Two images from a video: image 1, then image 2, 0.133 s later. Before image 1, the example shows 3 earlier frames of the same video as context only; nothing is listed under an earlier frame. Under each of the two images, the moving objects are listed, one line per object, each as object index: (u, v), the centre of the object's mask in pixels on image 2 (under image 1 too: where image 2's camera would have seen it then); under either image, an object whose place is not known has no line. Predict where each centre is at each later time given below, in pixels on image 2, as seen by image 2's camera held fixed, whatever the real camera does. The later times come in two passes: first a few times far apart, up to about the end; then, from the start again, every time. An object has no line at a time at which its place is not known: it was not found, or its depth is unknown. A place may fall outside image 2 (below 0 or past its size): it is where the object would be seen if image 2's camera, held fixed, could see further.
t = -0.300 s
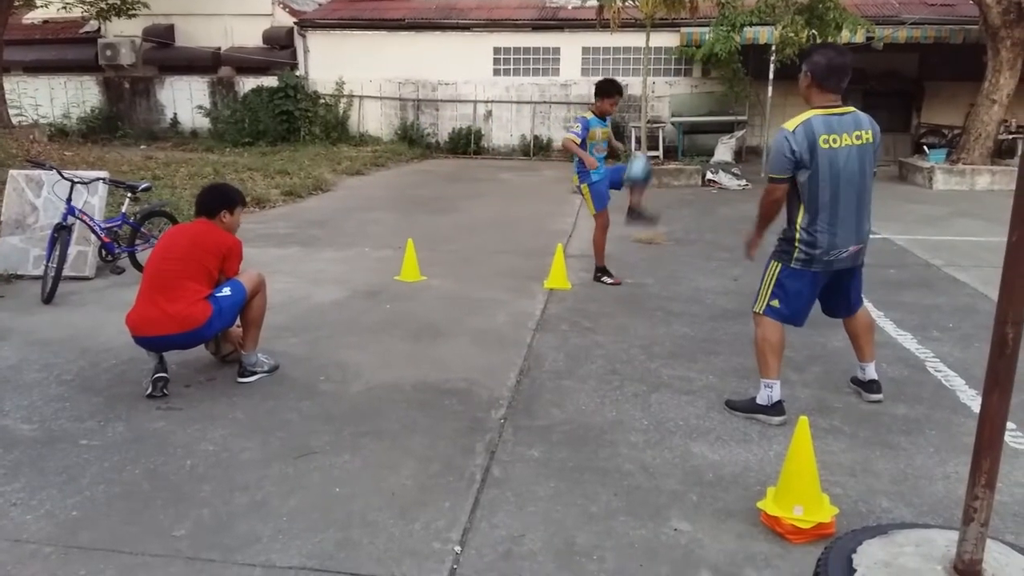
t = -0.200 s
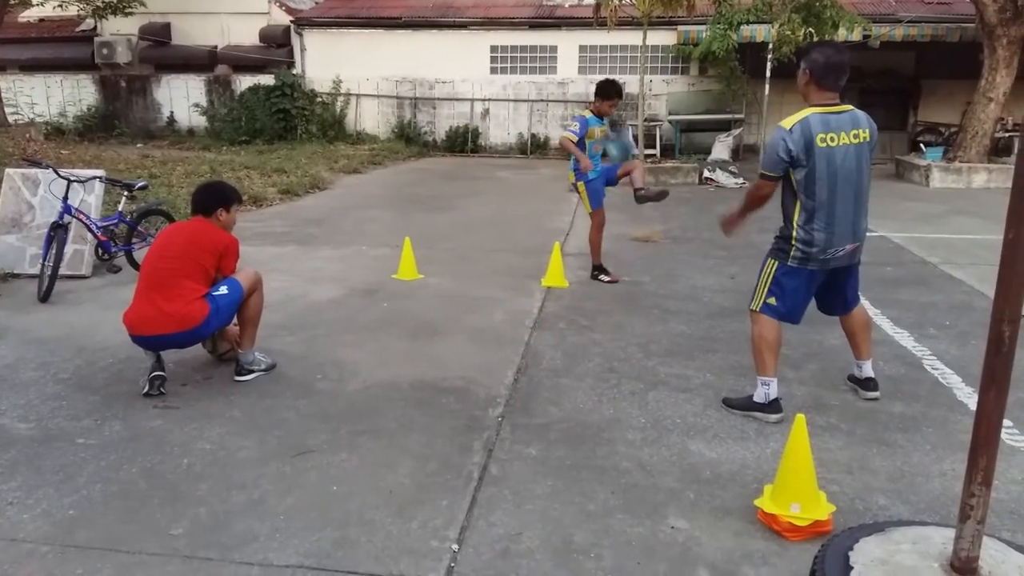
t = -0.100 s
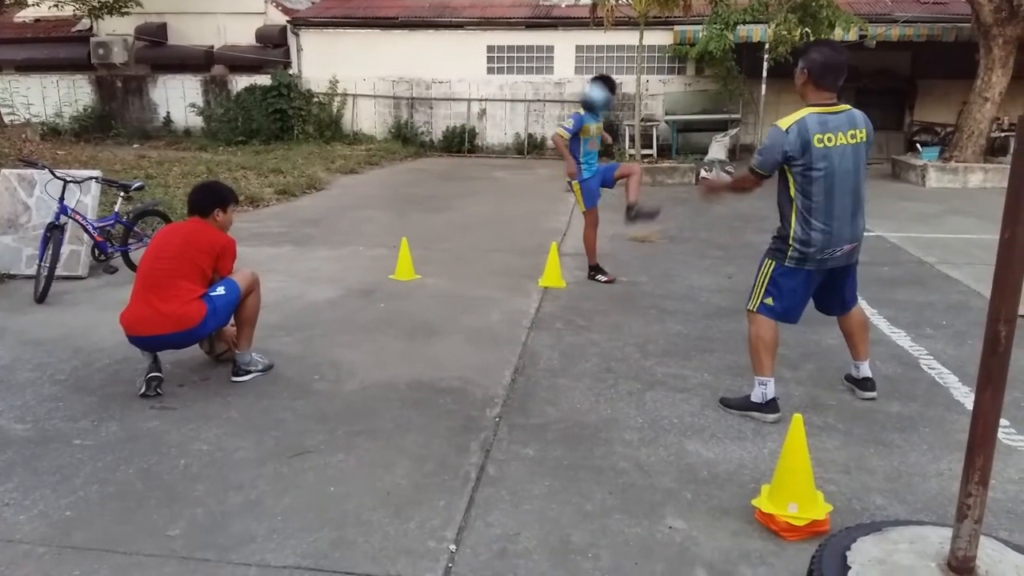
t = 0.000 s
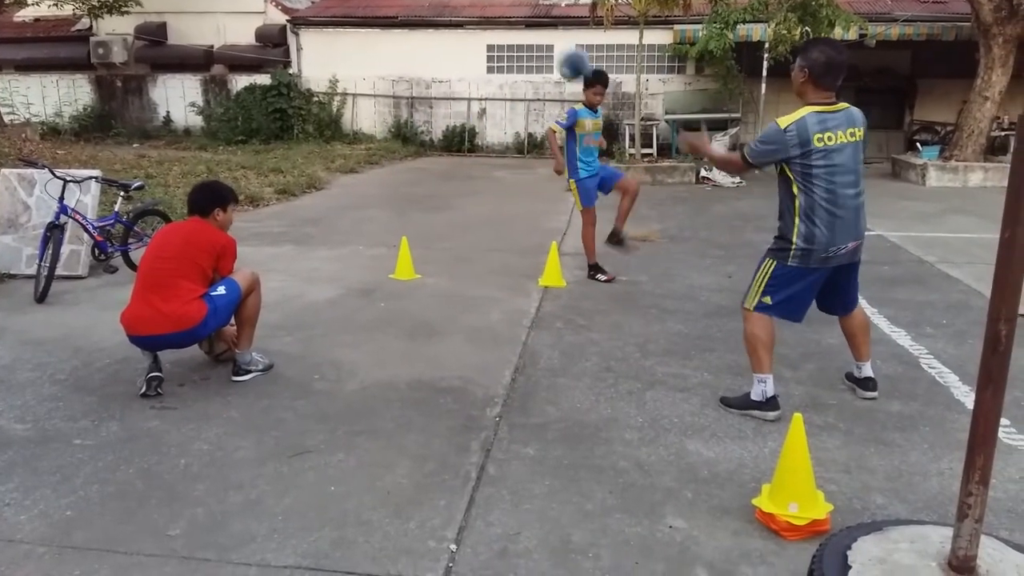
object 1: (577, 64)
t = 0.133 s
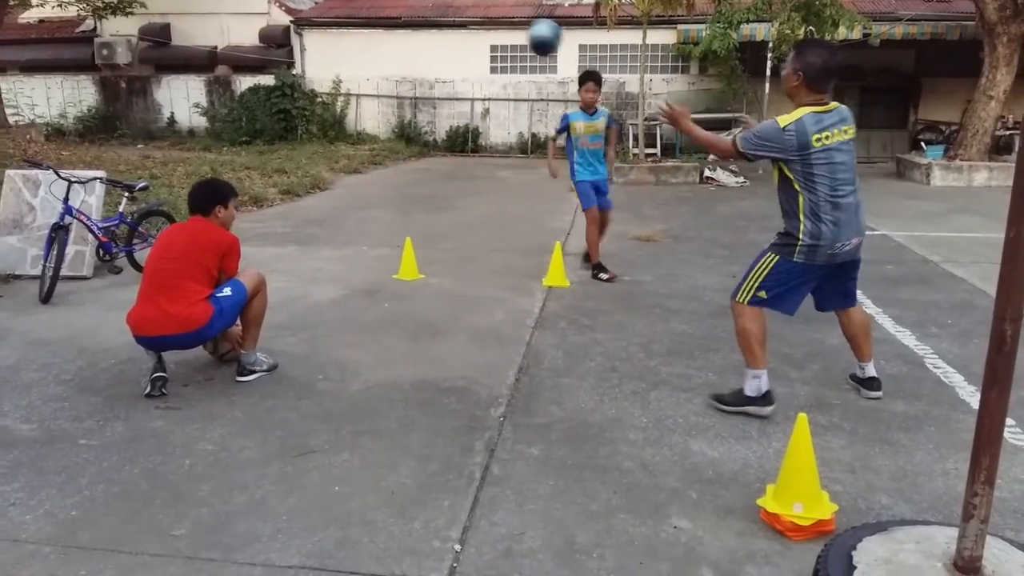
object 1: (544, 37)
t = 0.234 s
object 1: (517, 35)
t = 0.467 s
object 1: (449, 102)
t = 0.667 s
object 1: (383, 248)
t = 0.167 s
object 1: (536, 34)
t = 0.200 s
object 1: (527, 34)
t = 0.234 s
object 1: (517, 35)
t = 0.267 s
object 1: (508, 37)
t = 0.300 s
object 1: (499, 42)
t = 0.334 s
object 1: (488, 50)
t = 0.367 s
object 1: (478, 59)
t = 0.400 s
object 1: (468, 72)
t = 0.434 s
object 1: (459, 84)
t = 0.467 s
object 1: (449, 102)
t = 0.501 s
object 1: (437, 121)
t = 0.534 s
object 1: (425, 142)
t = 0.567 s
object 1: (416, 165)
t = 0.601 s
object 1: (405, 193)
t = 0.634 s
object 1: (394, 219)
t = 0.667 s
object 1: (383, 248)
